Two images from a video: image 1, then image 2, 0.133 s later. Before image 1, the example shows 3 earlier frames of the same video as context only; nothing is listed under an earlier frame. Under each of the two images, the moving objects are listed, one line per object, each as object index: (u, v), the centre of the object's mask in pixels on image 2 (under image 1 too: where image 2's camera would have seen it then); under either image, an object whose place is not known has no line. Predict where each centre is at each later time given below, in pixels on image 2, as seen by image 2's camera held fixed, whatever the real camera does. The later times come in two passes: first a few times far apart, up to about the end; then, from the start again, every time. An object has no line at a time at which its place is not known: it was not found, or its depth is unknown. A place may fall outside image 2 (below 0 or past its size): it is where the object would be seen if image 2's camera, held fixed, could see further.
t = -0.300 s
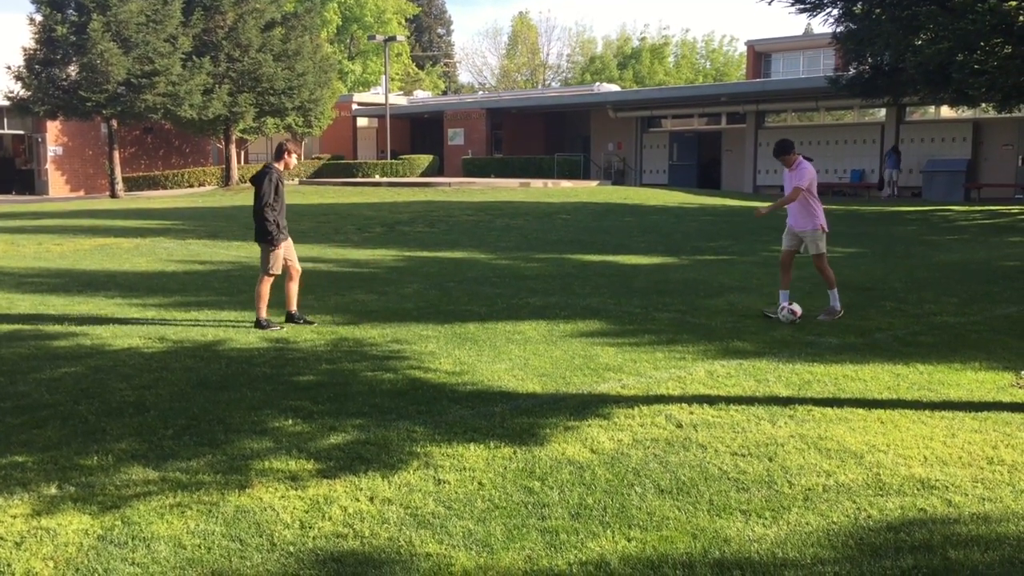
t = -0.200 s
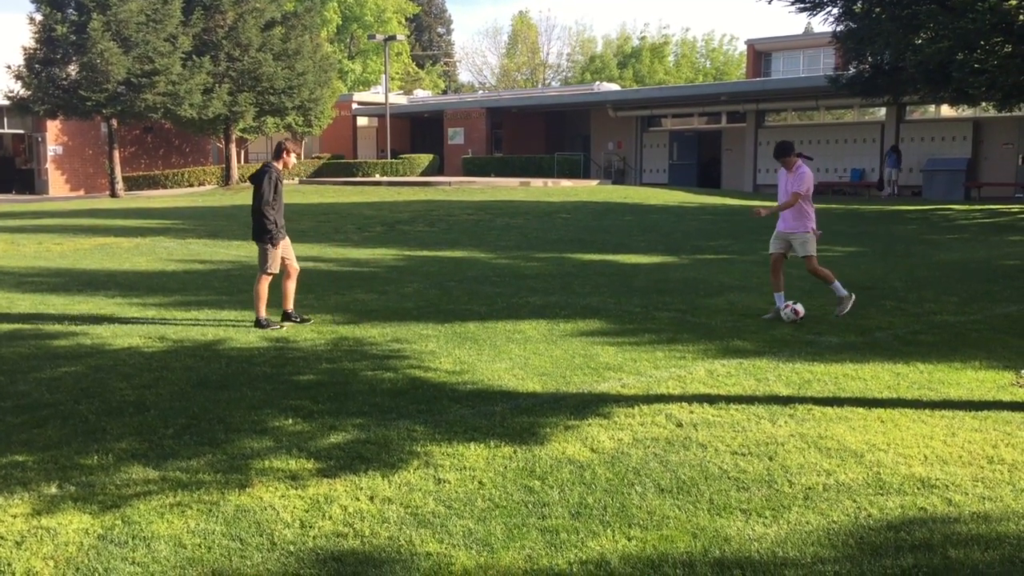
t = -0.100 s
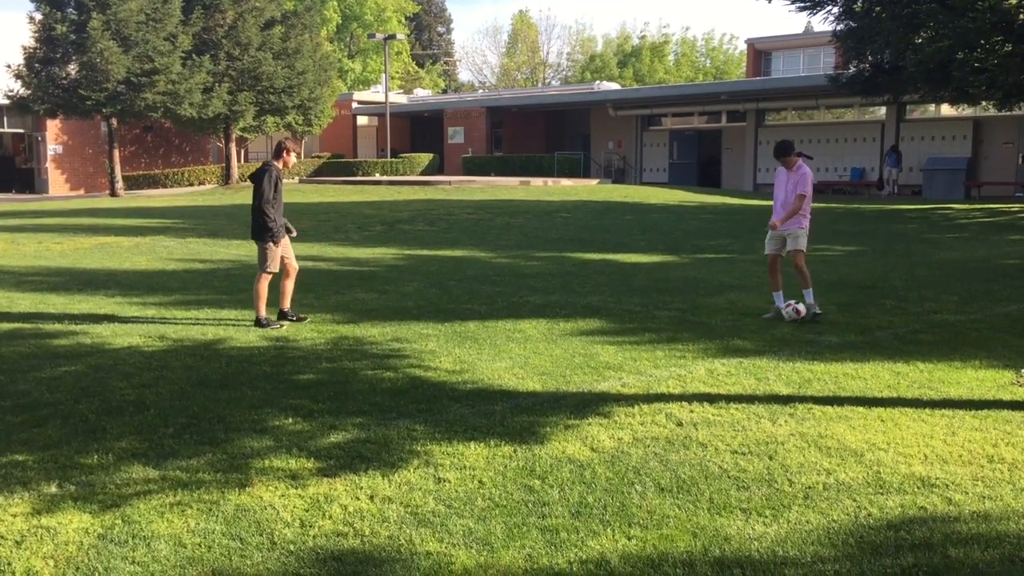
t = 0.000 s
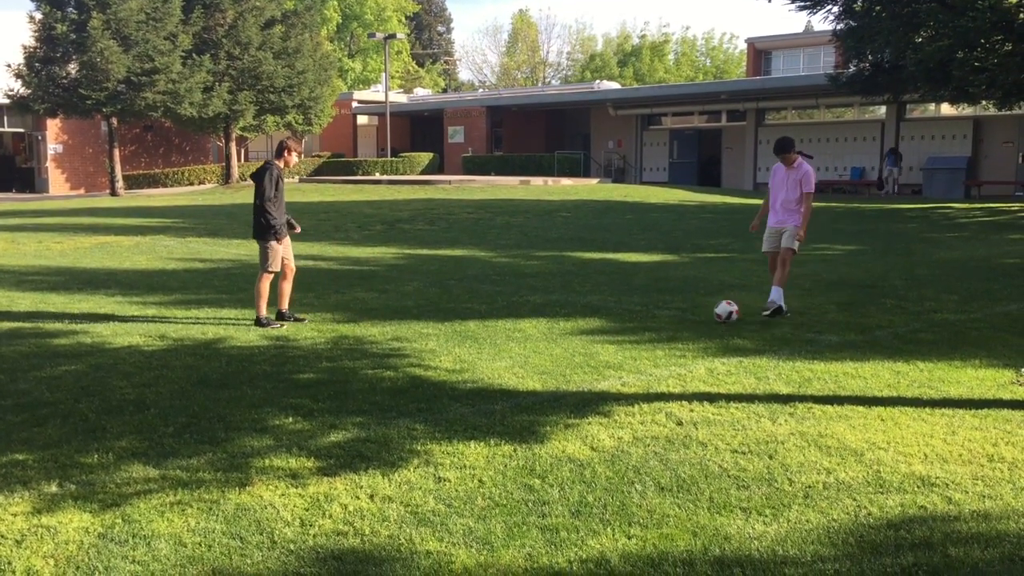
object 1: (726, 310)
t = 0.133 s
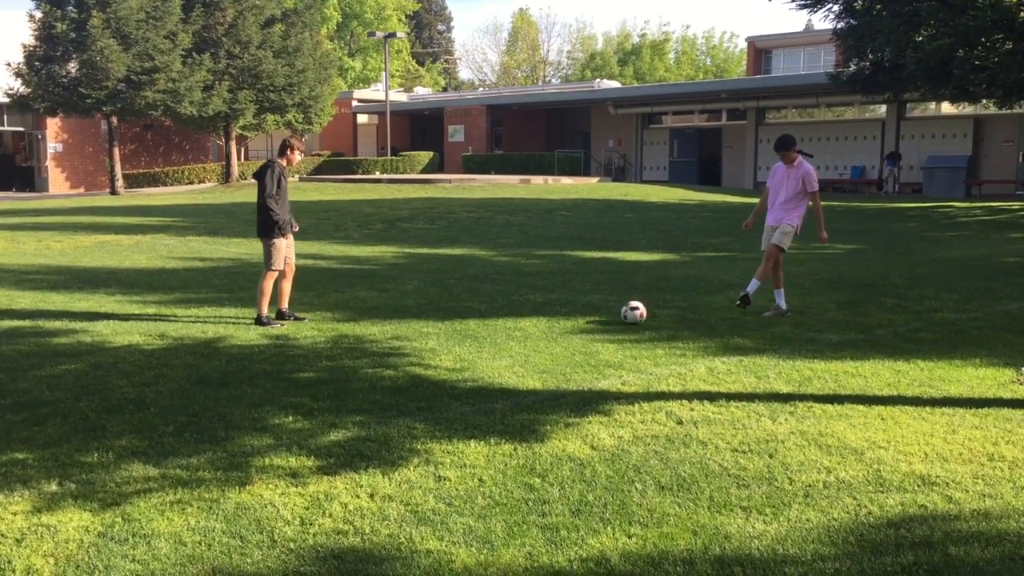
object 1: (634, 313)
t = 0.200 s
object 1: (592, 314)
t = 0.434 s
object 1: (467, 318)
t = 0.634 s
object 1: (375, 319)
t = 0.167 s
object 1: (613, 313)
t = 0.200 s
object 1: (592, 314)
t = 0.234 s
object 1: (572, 315)
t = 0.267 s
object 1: (553, 315)
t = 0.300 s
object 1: (535, 316)
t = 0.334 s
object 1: (517, 316)
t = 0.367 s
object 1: (500, 316)
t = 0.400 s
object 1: (484, 317)
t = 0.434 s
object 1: (467, 318)
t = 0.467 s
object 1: (451, 319)
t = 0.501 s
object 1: (435, 320)
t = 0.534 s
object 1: (420, 320)
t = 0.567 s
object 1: (404, 319)
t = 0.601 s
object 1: (390, 319)
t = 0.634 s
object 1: (375, 319)
